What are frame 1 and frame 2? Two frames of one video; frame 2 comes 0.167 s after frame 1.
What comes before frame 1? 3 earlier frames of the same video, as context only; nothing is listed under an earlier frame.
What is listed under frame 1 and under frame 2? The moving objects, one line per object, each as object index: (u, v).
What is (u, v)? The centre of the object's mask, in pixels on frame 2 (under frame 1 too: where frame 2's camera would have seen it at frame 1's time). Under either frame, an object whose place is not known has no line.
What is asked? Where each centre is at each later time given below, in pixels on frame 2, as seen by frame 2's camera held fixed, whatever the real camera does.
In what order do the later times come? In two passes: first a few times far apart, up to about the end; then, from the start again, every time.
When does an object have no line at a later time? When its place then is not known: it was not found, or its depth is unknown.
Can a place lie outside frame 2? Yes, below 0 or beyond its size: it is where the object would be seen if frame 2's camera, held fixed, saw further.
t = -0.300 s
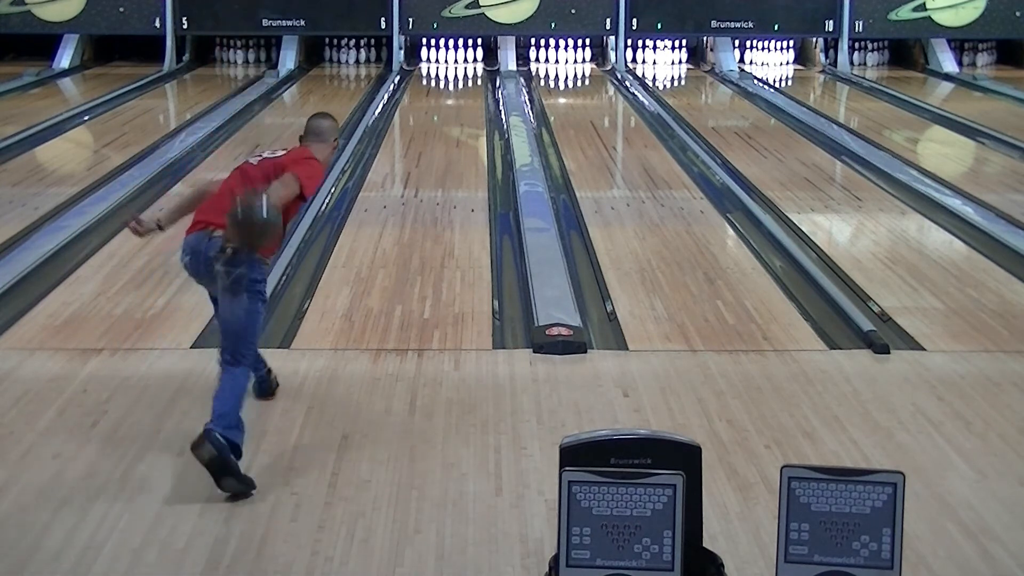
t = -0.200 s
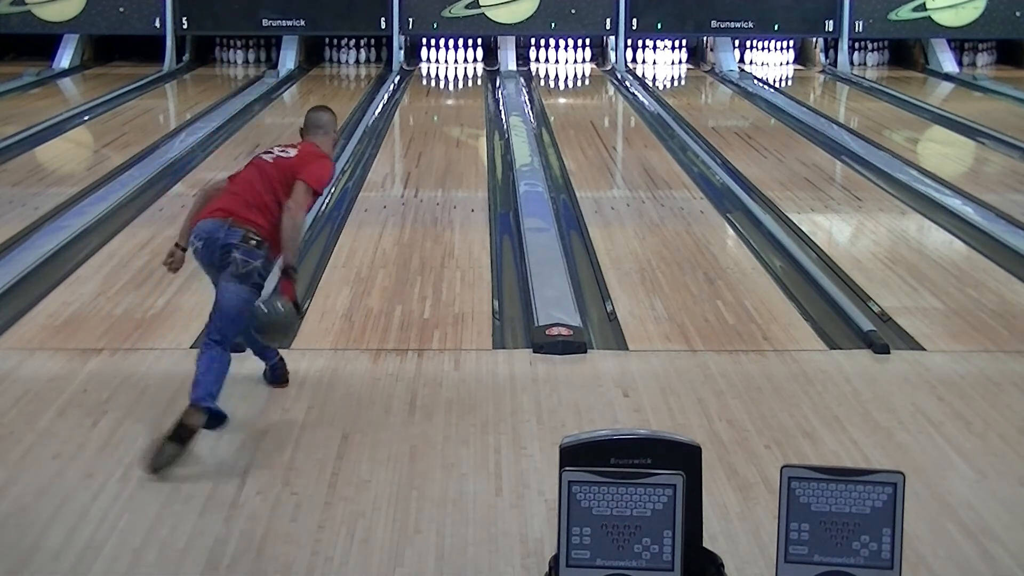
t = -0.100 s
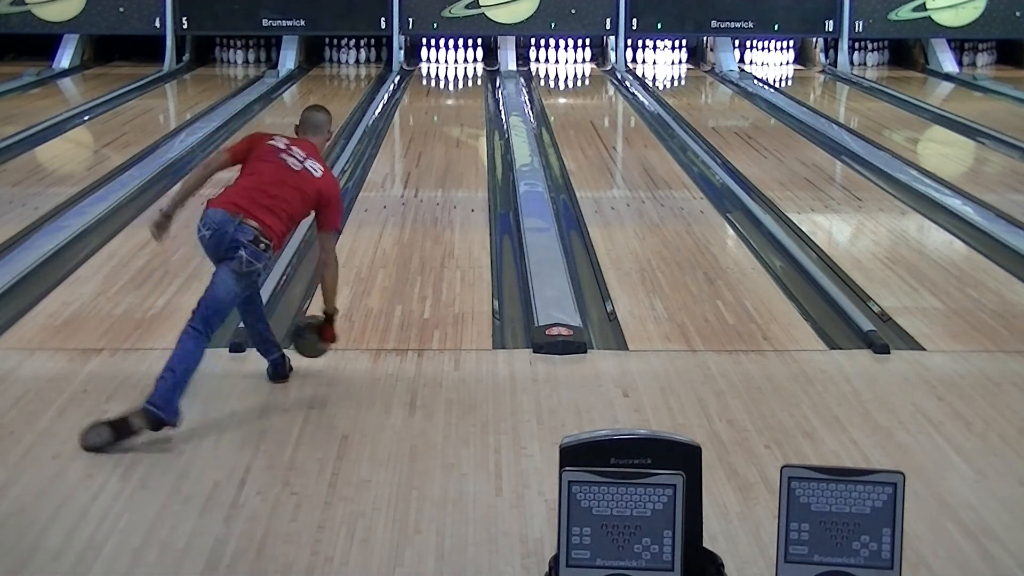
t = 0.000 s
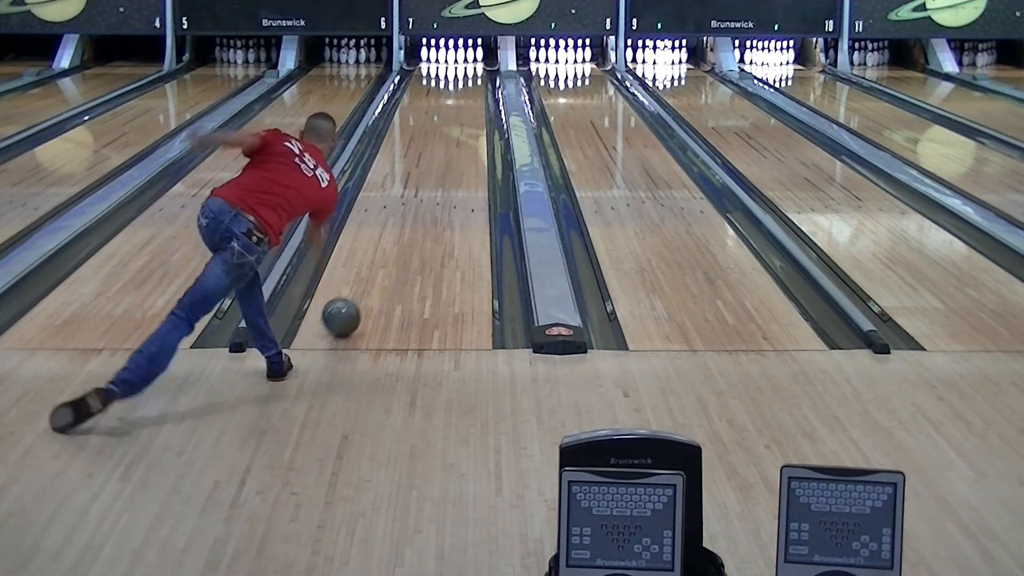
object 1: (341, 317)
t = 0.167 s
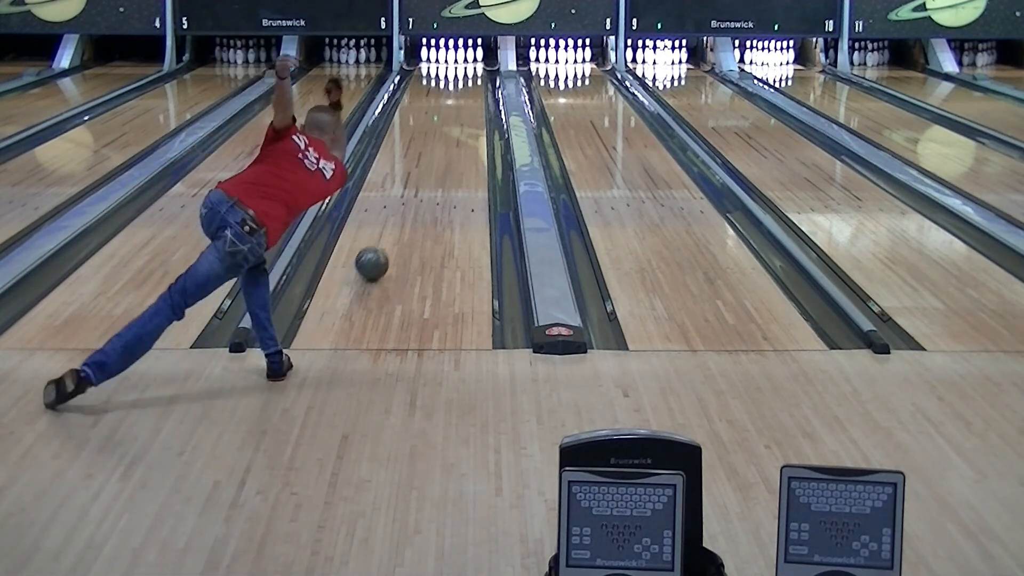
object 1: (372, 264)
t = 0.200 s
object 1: (377, 254)
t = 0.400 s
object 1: (402, 209)
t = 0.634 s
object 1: (422, 171)
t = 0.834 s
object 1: (435, 146)
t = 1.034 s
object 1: (445, 125)
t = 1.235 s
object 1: (453, 108)
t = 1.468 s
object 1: (459, 92)
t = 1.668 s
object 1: (461, 81)
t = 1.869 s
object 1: (461, 72)
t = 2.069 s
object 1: (457, 63)
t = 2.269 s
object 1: (451, 57)
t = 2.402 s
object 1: (445, 55)
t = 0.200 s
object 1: (377, 254)
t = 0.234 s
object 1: (382, 246)
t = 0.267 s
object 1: (386, 238)
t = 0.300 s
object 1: (390, 230)
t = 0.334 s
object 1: (394, 223)
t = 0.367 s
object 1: (398, 216)
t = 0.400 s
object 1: (402, 209)
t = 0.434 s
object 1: (405, 203)
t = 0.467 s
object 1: (408, 197)
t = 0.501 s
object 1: (411, 192)
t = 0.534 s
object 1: (414, 186)
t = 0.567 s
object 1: (417, 181)
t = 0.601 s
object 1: (420, 176)
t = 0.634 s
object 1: (422, 171)
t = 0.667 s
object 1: (425, 166)
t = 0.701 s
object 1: (427, 162)
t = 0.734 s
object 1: (429, 158)
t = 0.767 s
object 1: (431, 154)
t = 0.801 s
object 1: (433, 150)
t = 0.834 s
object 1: (435, 146)
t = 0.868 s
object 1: (437, 142)
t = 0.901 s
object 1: (439, 138)
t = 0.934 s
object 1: (440, 135)
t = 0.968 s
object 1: (442, 131)
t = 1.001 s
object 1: (443, 128)
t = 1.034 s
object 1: (445, 125)
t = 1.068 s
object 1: (446, 122)
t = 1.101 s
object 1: (448, 119)
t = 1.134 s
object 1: (449, 116)
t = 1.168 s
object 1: (450, 113)
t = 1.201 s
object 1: (451, 110)
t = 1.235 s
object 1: (453, 108)
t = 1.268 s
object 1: (453, 106)
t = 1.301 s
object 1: (454, 103)
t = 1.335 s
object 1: (455, 101)
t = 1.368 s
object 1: (456, 99)
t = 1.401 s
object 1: (457, 97)
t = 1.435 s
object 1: (458, 94)
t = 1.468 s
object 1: (459, 92)
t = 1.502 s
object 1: (460, 90)
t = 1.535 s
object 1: (461, 88)
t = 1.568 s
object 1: (461, 86)
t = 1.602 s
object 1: (462, 84)
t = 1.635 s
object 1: (462, 82)
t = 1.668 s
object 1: (461, 81)
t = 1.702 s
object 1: (462, 80)
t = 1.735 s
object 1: (462, 78)
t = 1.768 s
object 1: (461, 76)
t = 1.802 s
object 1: (462, 74)
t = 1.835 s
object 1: (462, 73)
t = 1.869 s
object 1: (461, 72)
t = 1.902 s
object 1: (461, 71)
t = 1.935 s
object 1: (461, 69)
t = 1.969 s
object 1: (461, 68)
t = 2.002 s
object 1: (459, 66)
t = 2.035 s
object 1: (459, 64)
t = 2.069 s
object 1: (457, 63)
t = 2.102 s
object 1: (456, 61)
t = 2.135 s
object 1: (455, 60)
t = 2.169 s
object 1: (453, 59)
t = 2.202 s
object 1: (454, 58)
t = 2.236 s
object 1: (453, 57)
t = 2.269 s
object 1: (451, 57)
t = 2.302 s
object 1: (450, 56)
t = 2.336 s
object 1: (448, 56)
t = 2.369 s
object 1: (446, 55)
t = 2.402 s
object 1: (445, 55)
